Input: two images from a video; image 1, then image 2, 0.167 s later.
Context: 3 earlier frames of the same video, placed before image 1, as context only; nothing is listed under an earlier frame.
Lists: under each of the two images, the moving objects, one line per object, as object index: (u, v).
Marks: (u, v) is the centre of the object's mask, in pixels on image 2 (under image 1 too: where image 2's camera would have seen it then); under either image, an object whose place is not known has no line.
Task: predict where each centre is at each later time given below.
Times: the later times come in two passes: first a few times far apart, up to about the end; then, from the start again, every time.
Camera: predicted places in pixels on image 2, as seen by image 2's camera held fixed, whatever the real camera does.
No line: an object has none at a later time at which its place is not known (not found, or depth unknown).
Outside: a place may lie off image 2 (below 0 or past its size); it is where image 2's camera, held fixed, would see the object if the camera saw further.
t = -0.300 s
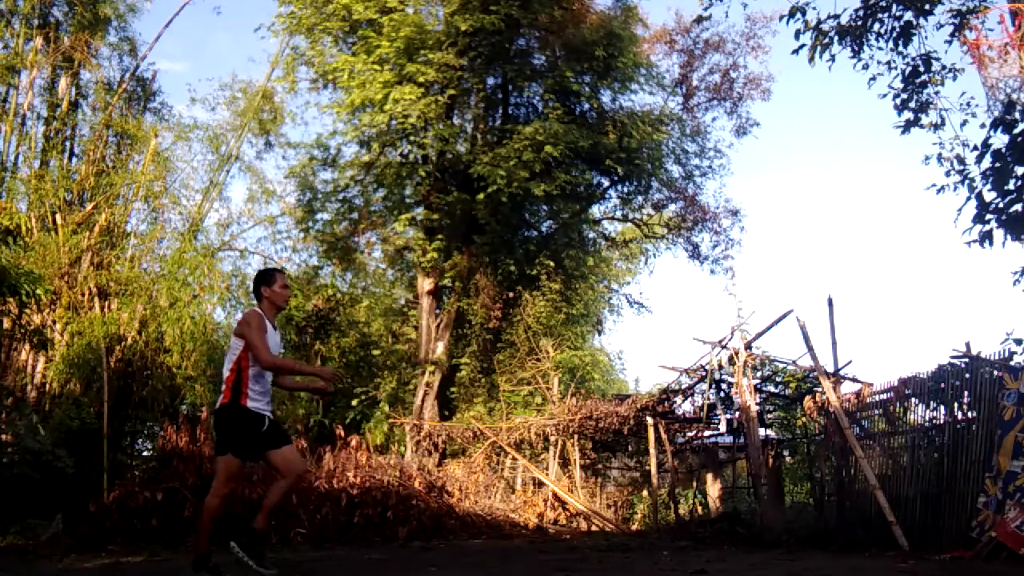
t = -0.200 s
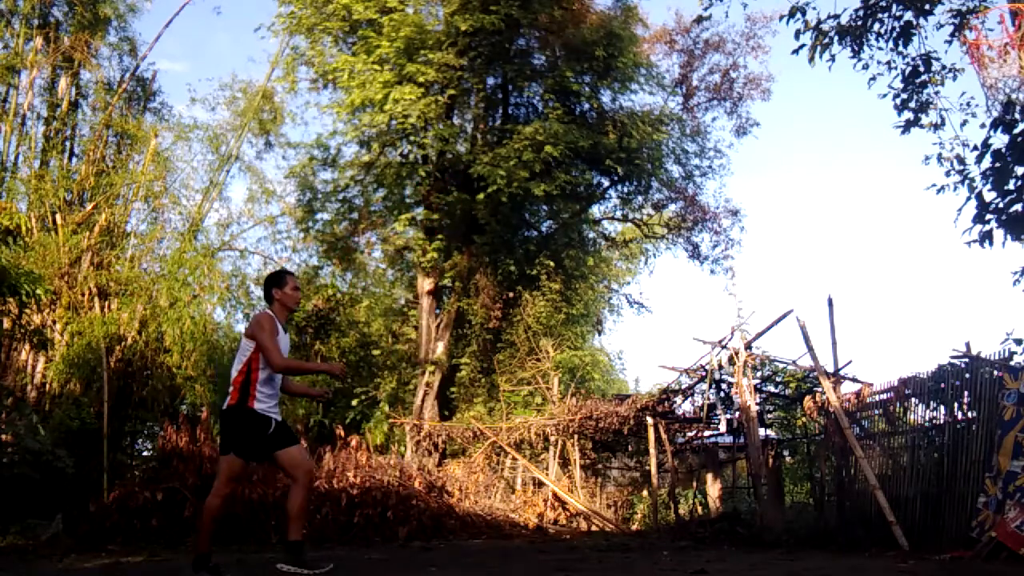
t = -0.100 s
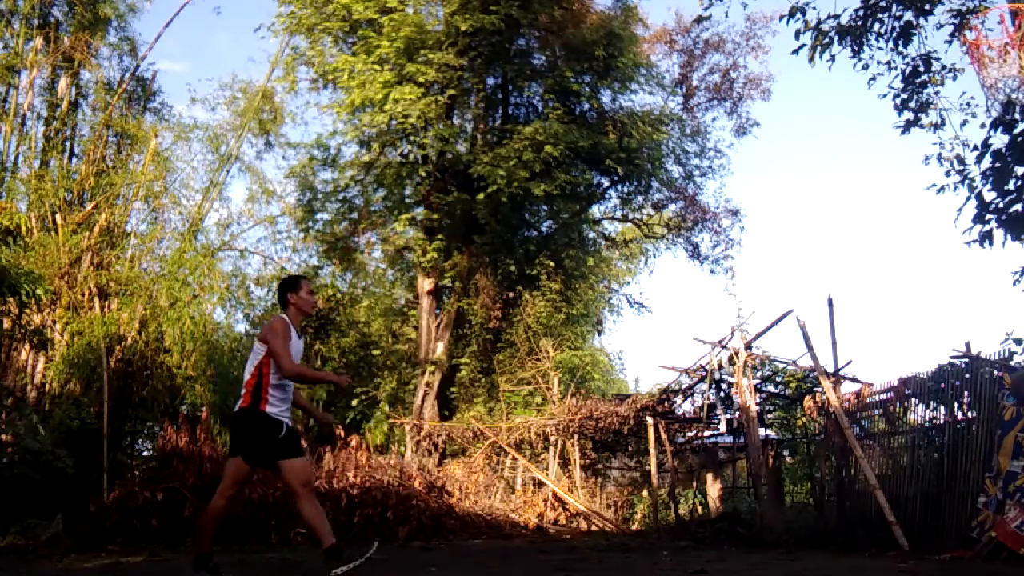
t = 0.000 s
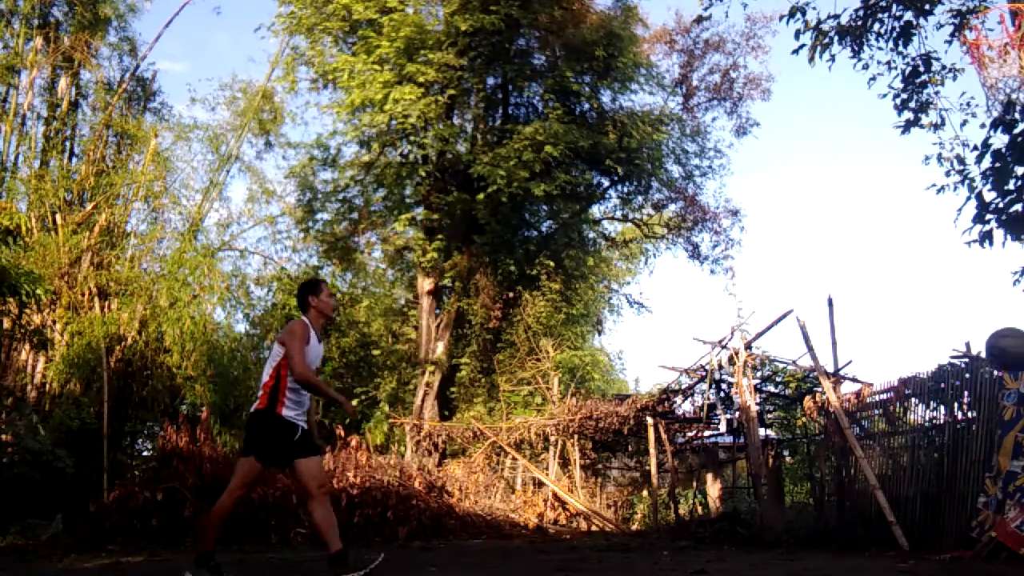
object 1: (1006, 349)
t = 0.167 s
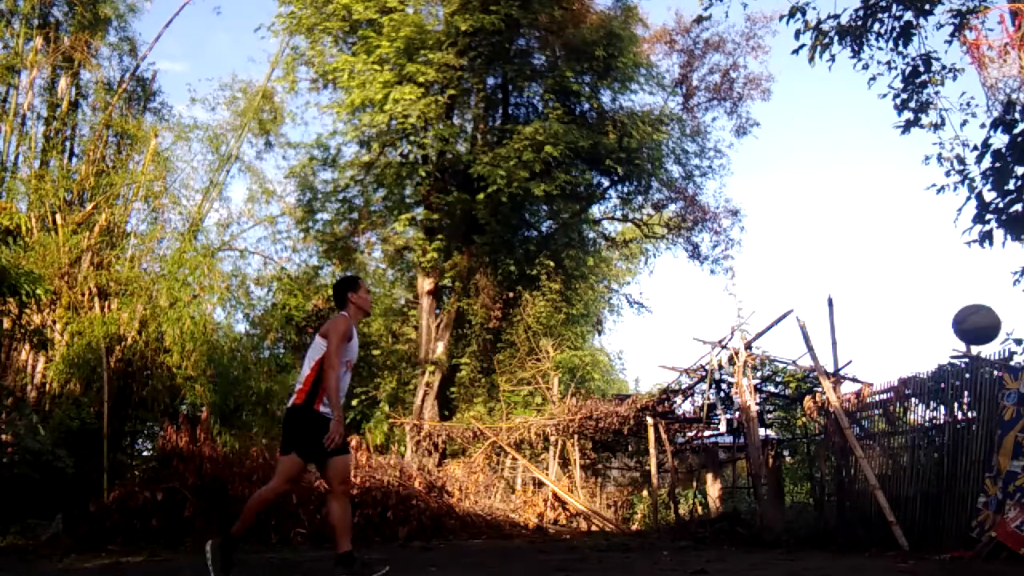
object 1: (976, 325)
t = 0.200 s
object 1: (971, 326)
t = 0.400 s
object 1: (942, 370)
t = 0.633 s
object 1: (924, 505)
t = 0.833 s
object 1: (891, 470)
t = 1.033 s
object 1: (861, 426)
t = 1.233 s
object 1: (841, 450)
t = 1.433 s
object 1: (827, 544)
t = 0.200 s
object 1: (971, 326)
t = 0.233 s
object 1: (965, 329)
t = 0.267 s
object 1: (960, 334)
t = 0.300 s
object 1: (956, 340)
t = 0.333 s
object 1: (951, 348)
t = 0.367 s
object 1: (947, 357)
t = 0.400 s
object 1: (942, 370)
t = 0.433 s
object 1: (941, 383)
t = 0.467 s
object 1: (936, 400)
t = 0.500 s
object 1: (932, 418)
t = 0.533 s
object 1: (929, 439)
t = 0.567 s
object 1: (926, 460)
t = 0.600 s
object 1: (927, 481)
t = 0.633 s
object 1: (924, 505)
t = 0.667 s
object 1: (922, 537)
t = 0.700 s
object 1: (919, 545)
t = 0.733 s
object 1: (911, 521)
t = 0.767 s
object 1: (902, 502)
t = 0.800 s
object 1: (897, 485)
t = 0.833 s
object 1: (891, 470)
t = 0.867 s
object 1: (886, 458)
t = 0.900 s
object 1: (880, 449)
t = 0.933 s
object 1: (876, 441)
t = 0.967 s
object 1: (871, 433)
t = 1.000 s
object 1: (866, 429)
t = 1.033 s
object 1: (861, 426)
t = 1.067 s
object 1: (856, 426)
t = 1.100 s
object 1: (854, 427)
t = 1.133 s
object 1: (851, 431)
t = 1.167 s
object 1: (847, 435)
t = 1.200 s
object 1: (842, 441)
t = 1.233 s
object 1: (841, 450)
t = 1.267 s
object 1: (838, 461)
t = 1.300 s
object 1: (836, 472)
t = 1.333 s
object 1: (835, 485)
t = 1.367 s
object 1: (832, 499)
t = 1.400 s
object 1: (830, 518)
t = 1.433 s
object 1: (827, 544)
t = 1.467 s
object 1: (824, 546)
